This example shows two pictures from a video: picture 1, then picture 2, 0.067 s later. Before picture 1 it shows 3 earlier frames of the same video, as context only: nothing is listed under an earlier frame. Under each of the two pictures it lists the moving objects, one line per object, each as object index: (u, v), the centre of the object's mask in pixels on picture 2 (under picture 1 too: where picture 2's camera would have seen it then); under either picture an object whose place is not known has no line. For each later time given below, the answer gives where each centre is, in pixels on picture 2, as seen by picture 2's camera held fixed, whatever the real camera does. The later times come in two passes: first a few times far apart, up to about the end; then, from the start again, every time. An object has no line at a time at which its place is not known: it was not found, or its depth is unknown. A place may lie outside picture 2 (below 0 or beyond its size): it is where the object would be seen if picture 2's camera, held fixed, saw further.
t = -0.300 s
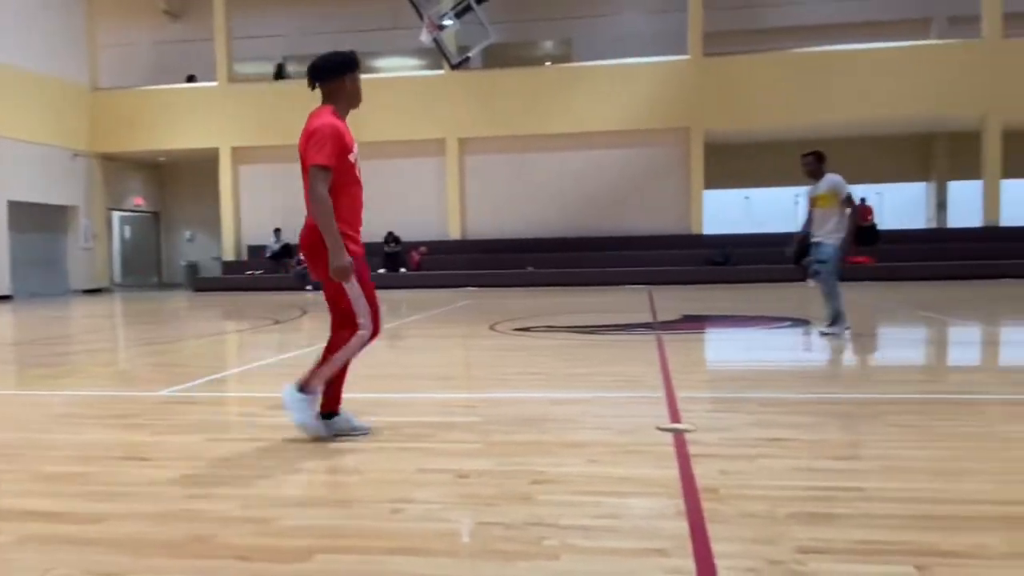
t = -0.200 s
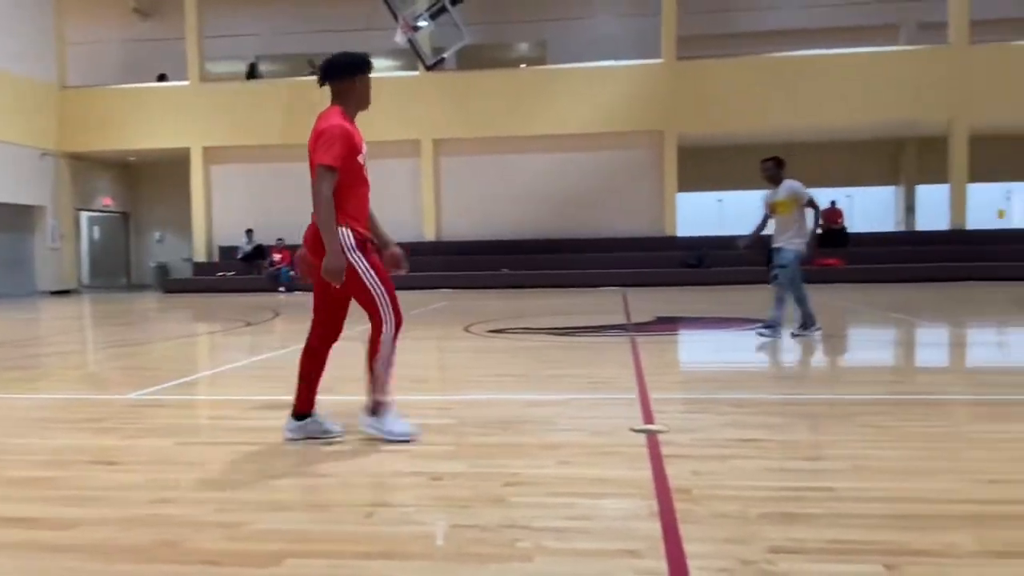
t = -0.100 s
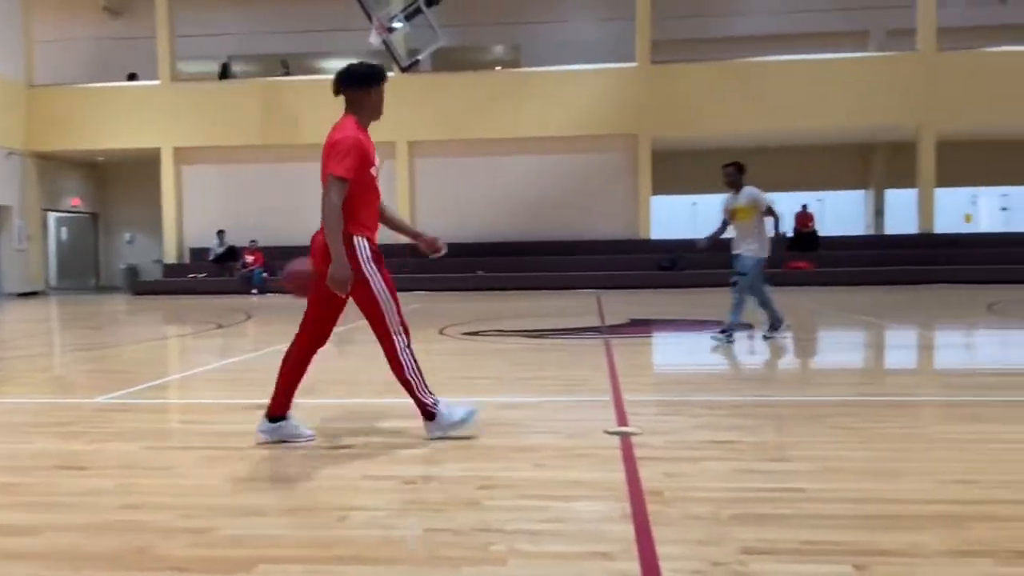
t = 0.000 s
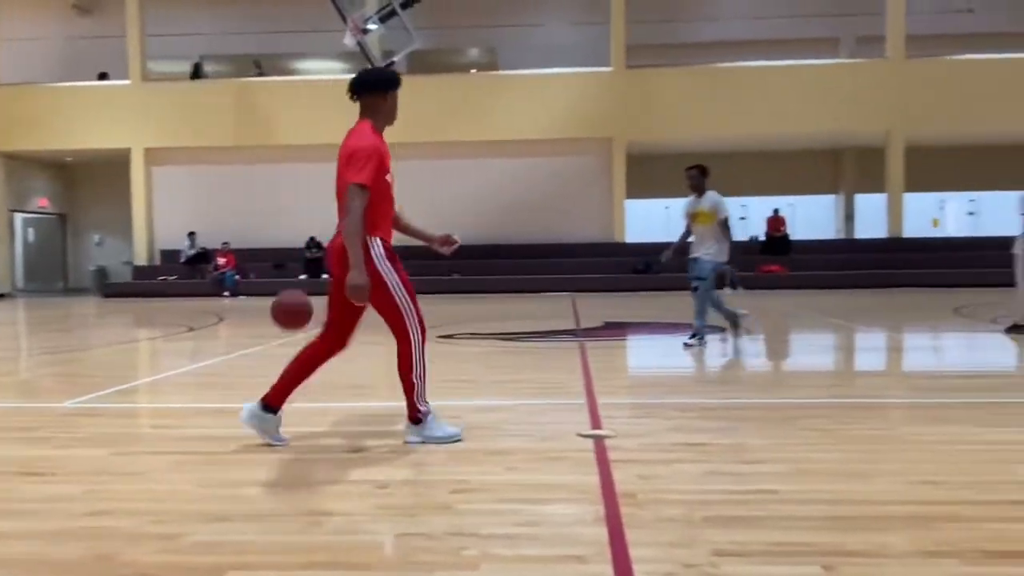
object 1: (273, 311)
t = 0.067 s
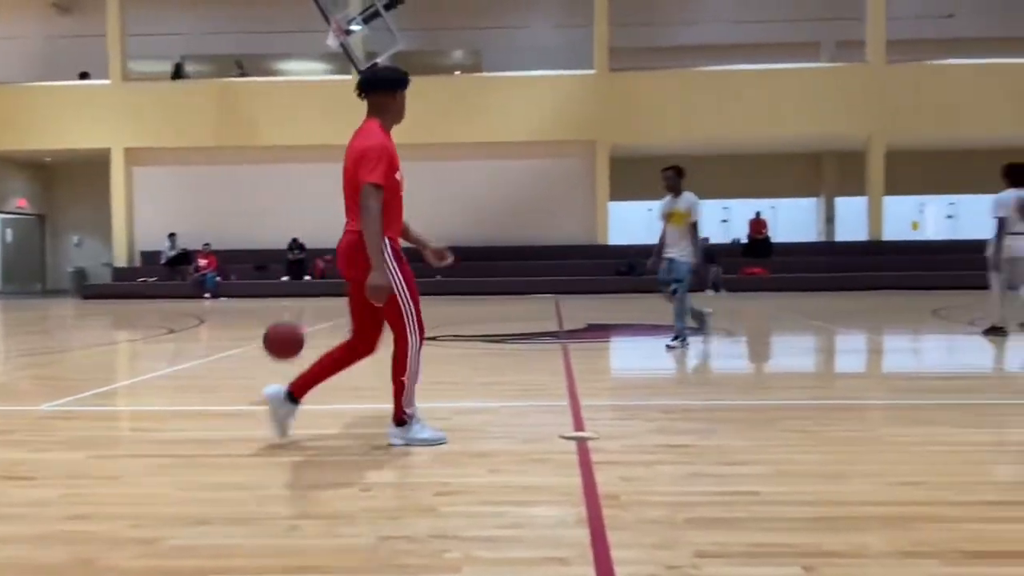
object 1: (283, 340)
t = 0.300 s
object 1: (312, 320)
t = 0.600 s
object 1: (348, 314)
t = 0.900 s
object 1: (379, 328)
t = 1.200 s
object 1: (408, 333)
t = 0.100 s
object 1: (288, 356)
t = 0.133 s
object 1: (293, 374)
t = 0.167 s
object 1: (296, 369)
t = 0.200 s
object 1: (300, 354)
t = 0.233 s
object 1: (304, 341)
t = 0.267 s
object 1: (309, 330)
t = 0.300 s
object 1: (312, 320)
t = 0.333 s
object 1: (316, 313)
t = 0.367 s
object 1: (320, 307)
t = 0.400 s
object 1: (324, 303)
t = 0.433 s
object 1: (328, 300)
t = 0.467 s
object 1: (332, 300)
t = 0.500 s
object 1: (336, 301)
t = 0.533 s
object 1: (340, 304)
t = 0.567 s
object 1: (344, 307)
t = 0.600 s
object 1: (348, 314)
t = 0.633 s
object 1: (351, 321)
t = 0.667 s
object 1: (355, 329)
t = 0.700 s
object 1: (359, 340)
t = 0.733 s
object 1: (363, 351)
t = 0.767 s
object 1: (367, 364)
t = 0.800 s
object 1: (370, 354)
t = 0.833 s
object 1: (373, 343)
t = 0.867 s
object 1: (376, 334)
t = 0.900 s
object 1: (379, 328)
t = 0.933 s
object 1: (383, 322)
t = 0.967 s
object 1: (386, 318)
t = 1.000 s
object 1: (389, 317)
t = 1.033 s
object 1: (392, 316)
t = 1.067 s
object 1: (395, 317)
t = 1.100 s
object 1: (398, 319)
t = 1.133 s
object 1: (401, 322)
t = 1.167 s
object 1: (404, 327)
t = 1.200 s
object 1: (408, 333)
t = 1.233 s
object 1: (411, 341)
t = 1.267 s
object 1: (411, 349)
